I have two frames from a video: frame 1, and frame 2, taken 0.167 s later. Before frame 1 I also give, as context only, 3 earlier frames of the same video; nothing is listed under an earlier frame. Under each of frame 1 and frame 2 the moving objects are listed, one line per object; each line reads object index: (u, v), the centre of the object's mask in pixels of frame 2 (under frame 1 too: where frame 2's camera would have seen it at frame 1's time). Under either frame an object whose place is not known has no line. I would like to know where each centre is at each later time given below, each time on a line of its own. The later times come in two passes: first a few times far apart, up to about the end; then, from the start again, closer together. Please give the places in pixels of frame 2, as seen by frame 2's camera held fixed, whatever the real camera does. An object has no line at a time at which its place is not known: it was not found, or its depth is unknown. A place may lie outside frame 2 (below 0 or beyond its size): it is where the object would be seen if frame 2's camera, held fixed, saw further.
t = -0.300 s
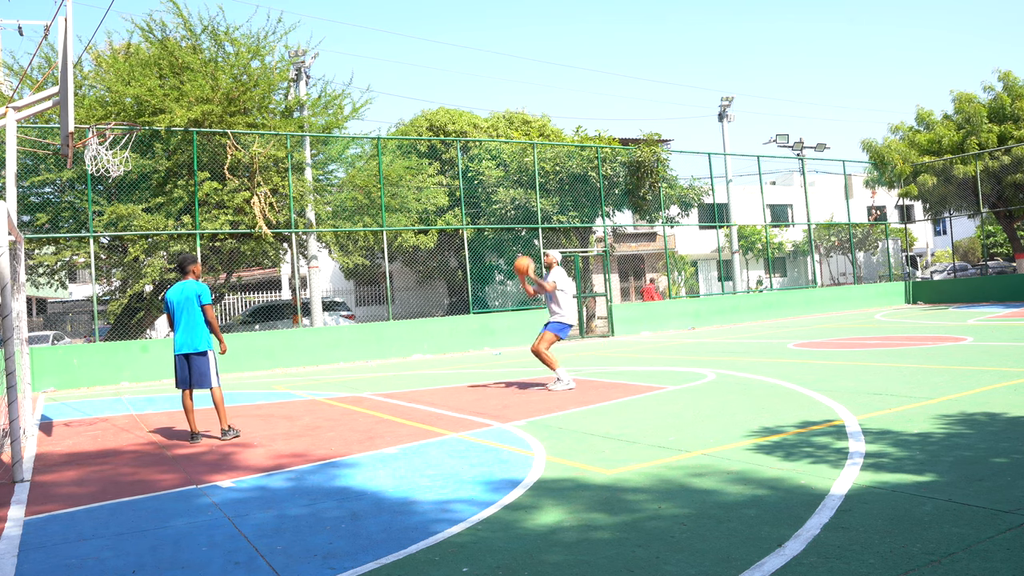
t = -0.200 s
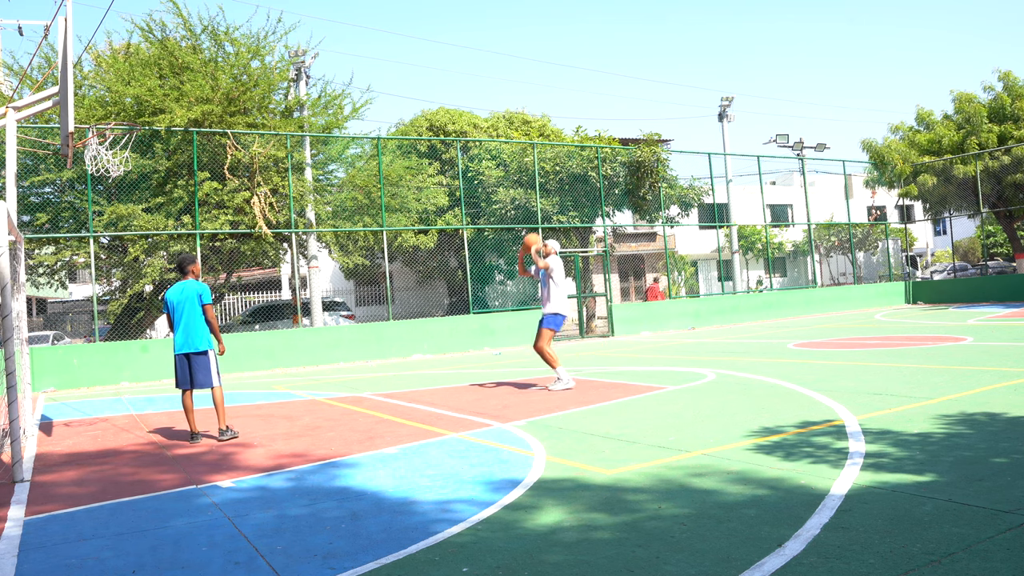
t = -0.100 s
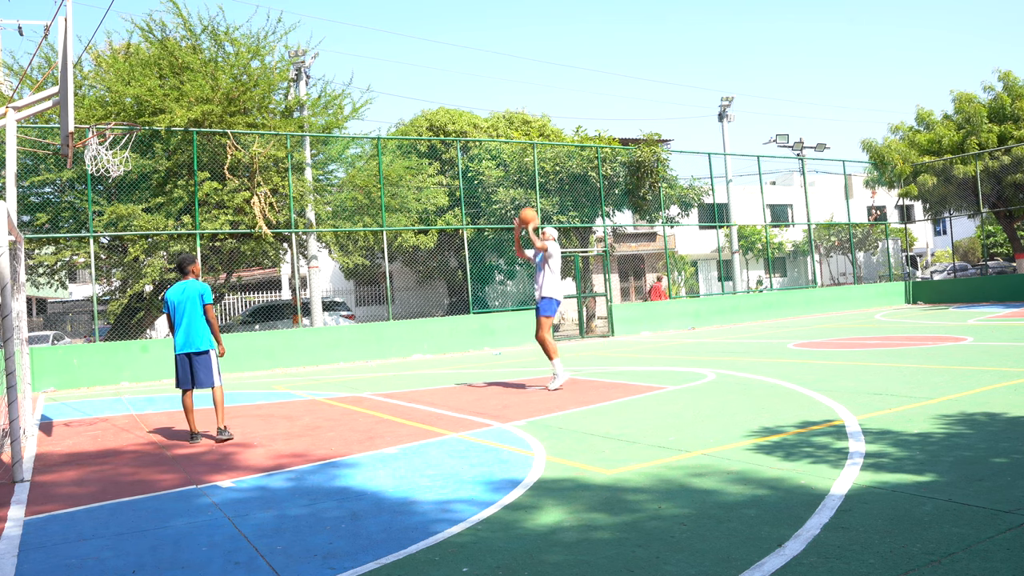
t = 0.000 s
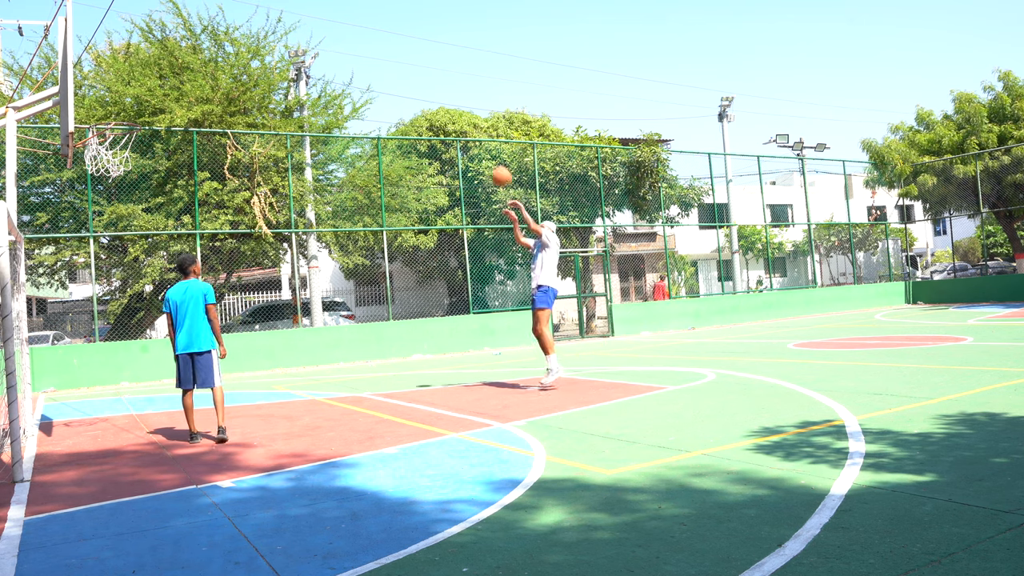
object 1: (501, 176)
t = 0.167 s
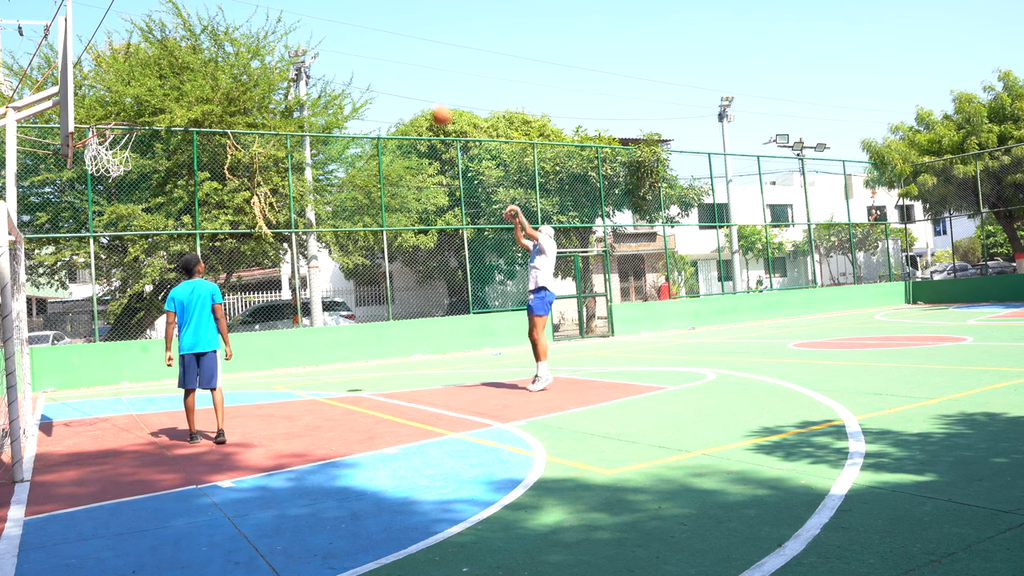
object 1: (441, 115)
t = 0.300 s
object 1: (392, 80)
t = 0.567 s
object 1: (292, 50)
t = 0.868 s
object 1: (166, 90)
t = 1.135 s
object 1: (61, 191)
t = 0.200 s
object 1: (429, 106)
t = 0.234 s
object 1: (417, 97)
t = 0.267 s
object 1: (405, 88)
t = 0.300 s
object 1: (392, 80)
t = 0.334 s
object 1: (380, 73)
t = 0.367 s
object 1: (368, 67)
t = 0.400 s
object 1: (356, 62)
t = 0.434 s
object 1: (343, 57)
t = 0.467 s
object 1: (330, 54)
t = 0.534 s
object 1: (304, 50)
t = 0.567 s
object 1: (292, 50)
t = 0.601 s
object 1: (278, 50)
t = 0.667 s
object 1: (251, 53)
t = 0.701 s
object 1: (238, 57)
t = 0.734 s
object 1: (223, 61)
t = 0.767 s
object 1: (209, 67)
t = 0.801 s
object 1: (194, 73)
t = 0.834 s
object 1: (180, 81)
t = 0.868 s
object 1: (166, 90)
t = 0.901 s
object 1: (150, 101)
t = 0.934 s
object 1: (135, 112)
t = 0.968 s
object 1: (121, 125)
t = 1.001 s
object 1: (106, 139)
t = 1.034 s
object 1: (90, 153)
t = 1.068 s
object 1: (81, 168)
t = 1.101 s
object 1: (72, 176)
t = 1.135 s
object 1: (61, 191)
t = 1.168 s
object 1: (49, 205)
